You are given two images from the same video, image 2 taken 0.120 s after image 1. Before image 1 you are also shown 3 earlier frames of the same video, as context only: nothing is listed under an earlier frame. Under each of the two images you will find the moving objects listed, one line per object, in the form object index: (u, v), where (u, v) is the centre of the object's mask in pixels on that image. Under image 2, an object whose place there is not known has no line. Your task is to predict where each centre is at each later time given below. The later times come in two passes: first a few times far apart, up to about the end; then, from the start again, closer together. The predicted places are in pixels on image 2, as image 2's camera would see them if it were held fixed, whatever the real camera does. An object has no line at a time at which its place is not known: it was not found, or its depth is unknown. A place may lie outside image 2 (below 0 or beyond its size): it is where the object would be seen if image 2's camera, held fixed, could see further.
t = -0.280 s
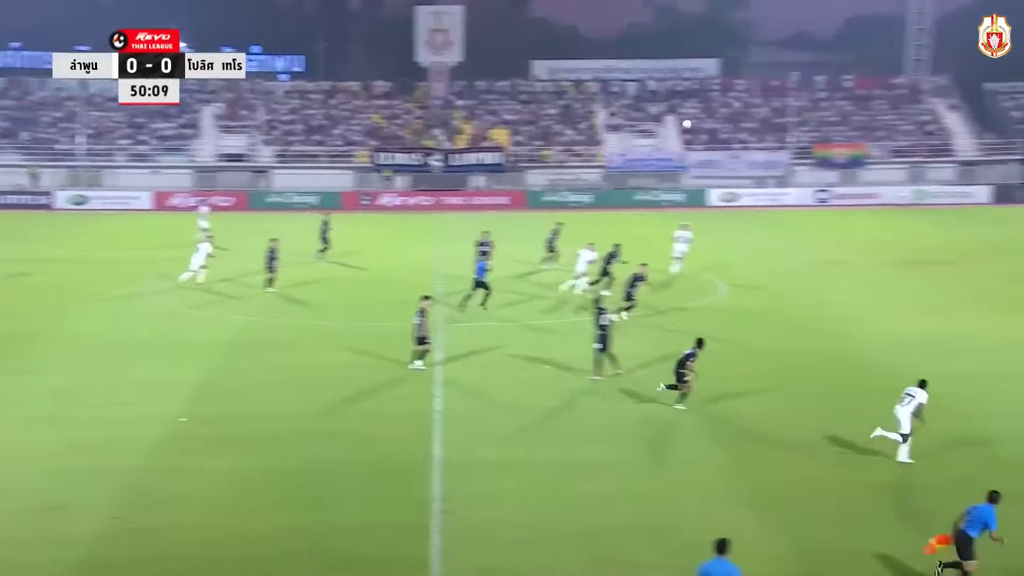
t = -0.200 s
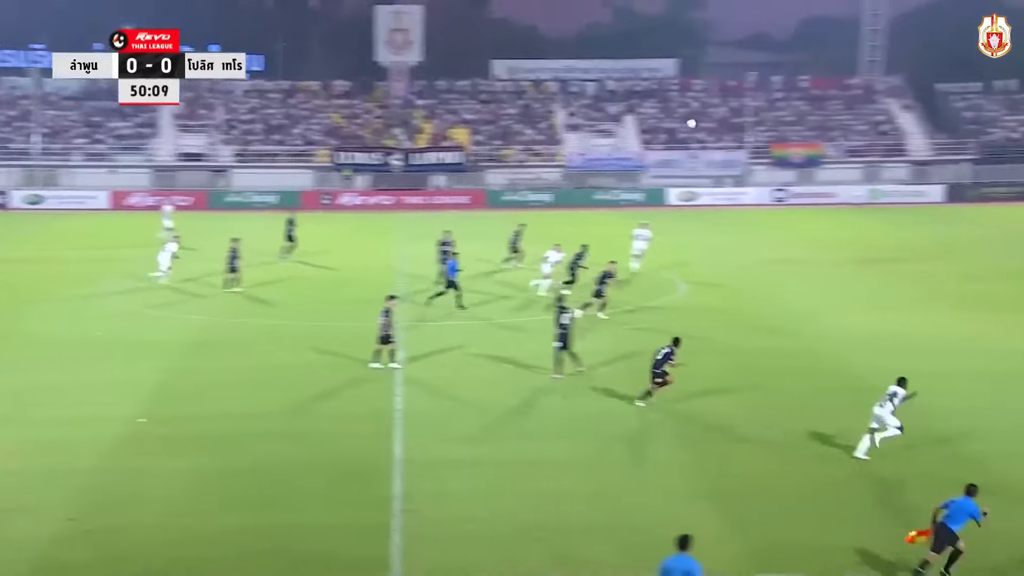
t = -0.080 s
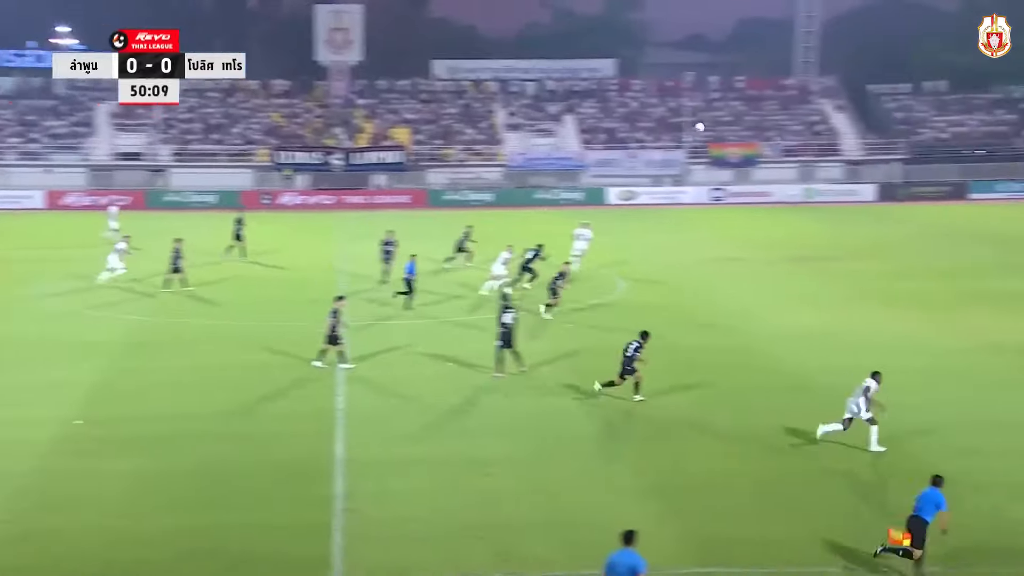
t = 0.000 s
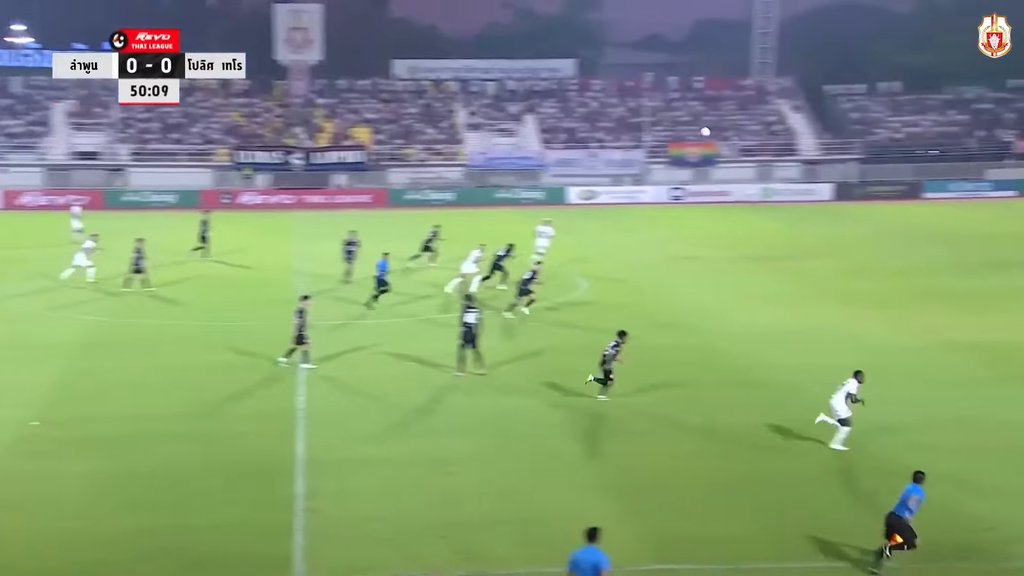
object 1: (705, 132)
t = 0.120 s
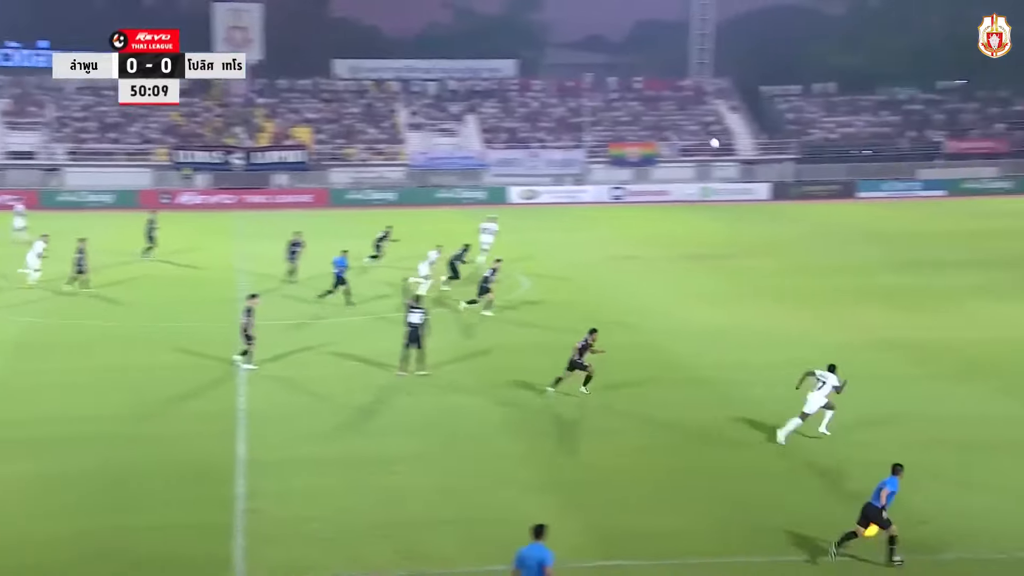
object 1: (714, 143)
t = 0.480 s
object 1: (932, 207)
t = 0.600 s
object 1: (1010, 239)
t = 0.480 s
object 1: (932, 207)
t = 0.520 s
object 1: (958, 217)
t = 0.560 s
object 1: (983, 227)
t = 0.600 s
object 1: (1010, 239)
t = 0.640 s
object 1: (1036, 250)
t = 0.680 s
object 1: (1063, 263)
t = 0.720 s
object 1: (1090, 276)
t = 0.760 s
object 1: (1118, 291)
